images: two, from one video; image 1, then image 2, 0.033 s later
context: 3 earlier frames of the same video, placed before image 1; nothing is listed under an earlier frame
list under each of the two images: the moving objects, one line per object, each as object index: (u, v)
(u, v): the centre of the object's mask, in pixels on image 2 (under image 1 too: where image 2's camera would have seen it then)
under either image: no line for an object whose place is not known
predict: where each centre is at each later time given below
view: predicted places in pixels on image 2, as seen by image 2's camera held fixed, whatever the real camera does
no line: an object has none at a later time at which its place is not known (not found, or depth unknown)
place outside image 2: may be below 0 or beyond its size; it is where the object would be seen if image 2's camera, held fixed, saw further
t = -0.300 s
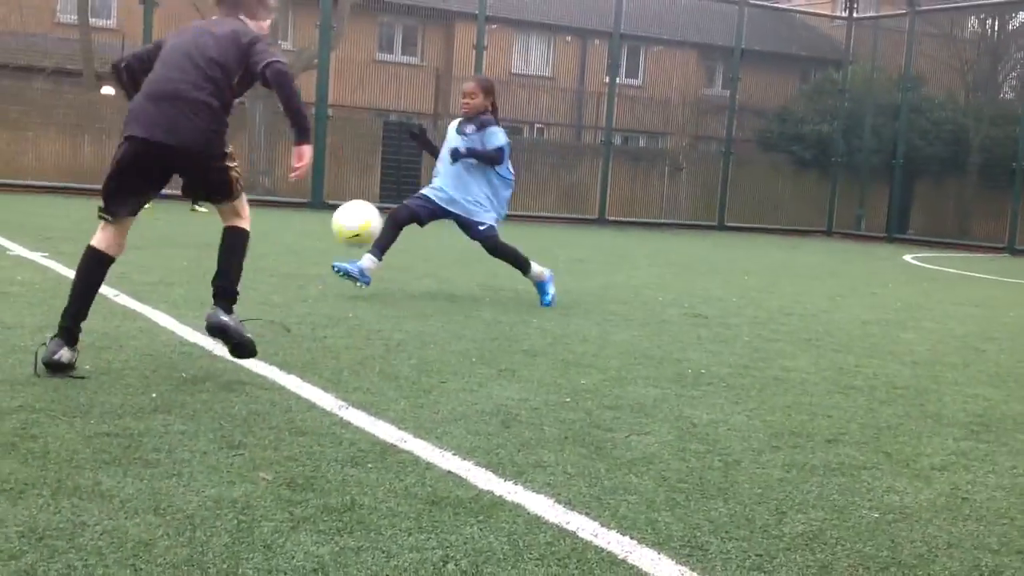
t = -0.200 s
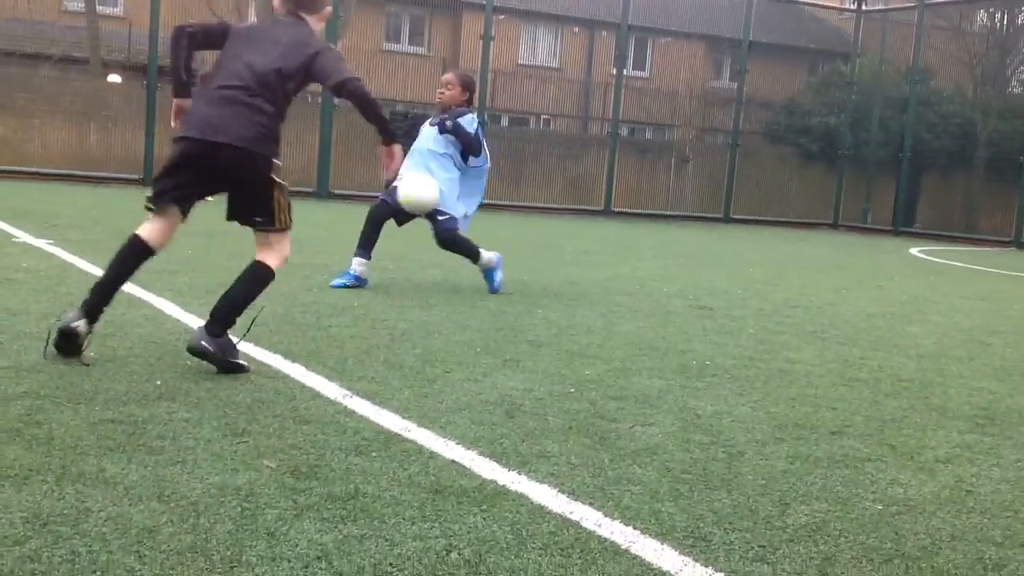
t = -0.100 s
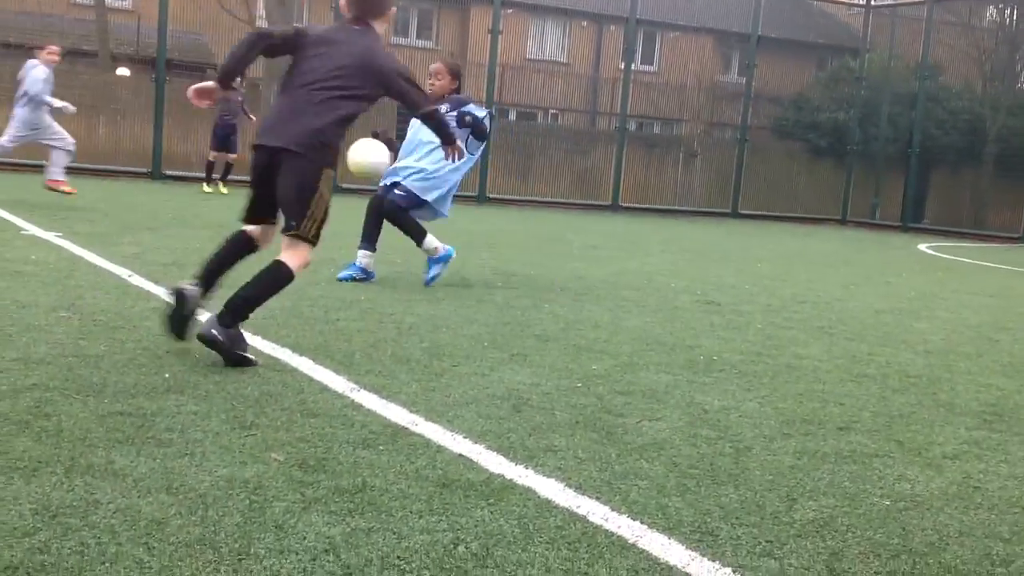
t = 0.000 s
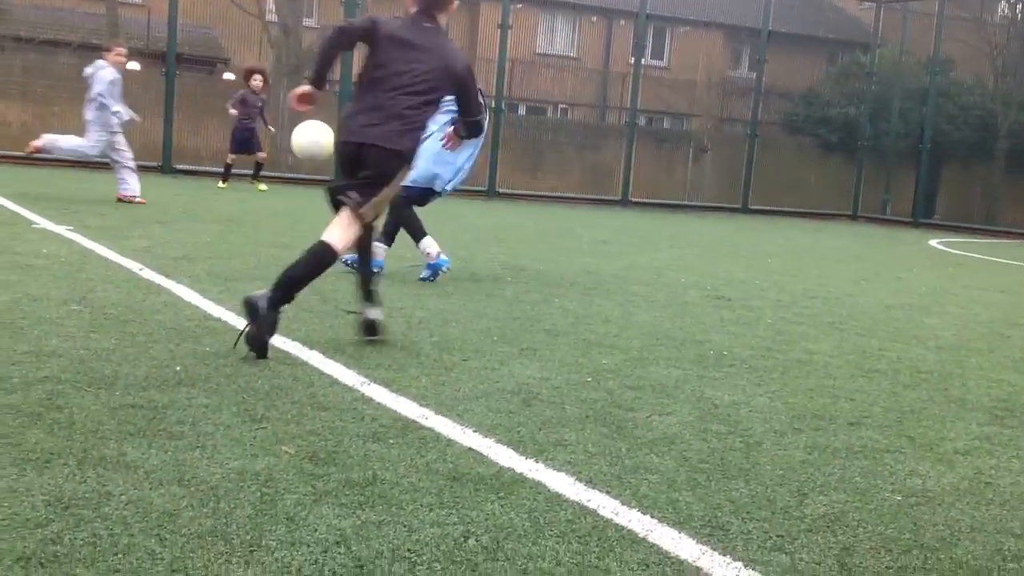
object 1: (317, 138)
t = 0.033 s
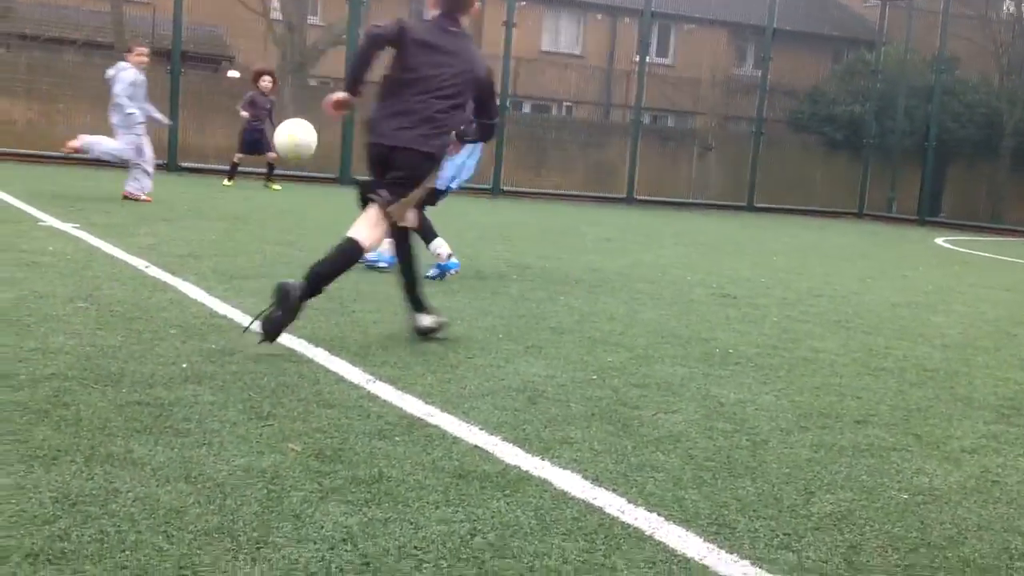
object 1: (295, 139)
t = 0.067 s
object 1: (274, 143)
